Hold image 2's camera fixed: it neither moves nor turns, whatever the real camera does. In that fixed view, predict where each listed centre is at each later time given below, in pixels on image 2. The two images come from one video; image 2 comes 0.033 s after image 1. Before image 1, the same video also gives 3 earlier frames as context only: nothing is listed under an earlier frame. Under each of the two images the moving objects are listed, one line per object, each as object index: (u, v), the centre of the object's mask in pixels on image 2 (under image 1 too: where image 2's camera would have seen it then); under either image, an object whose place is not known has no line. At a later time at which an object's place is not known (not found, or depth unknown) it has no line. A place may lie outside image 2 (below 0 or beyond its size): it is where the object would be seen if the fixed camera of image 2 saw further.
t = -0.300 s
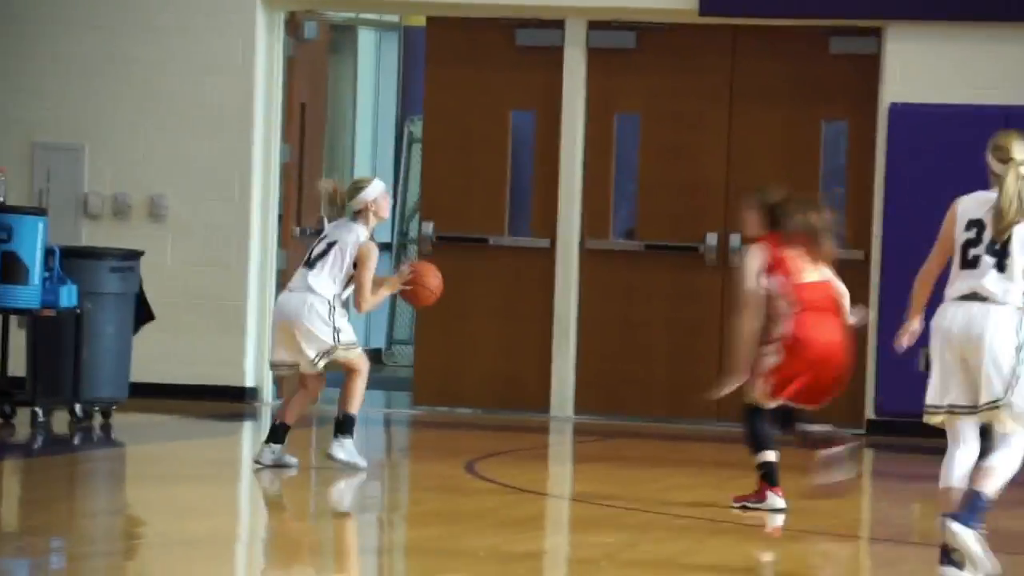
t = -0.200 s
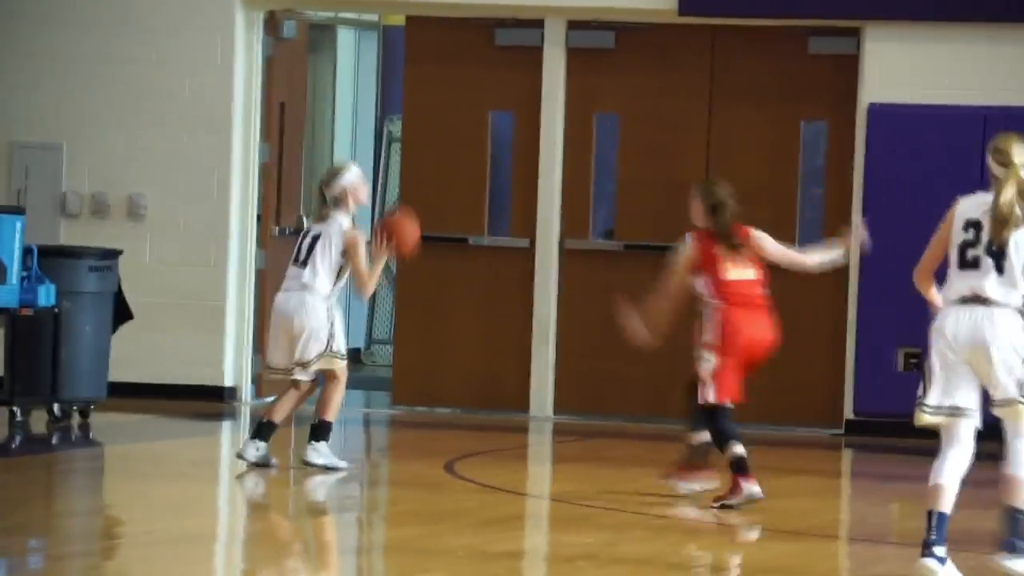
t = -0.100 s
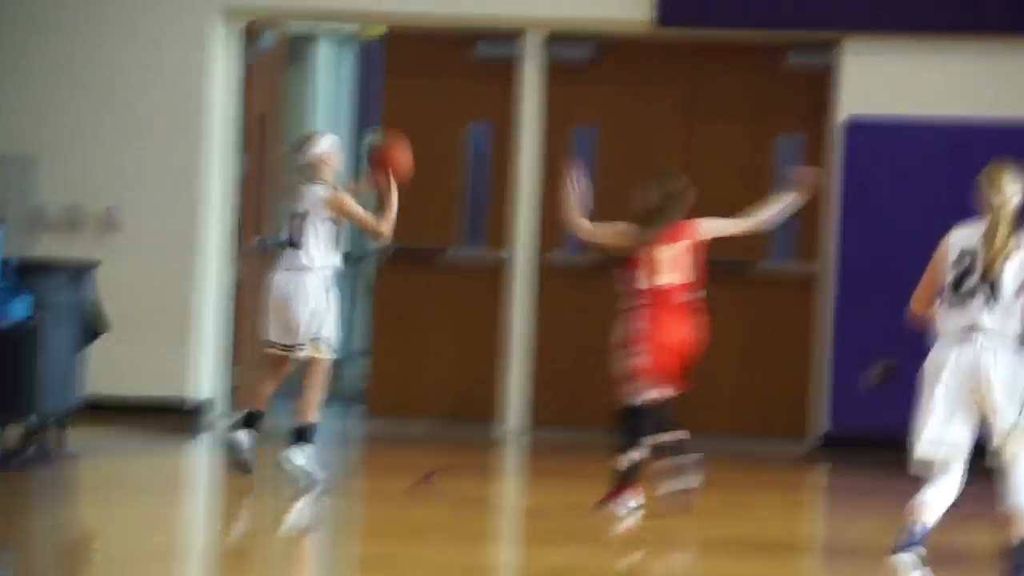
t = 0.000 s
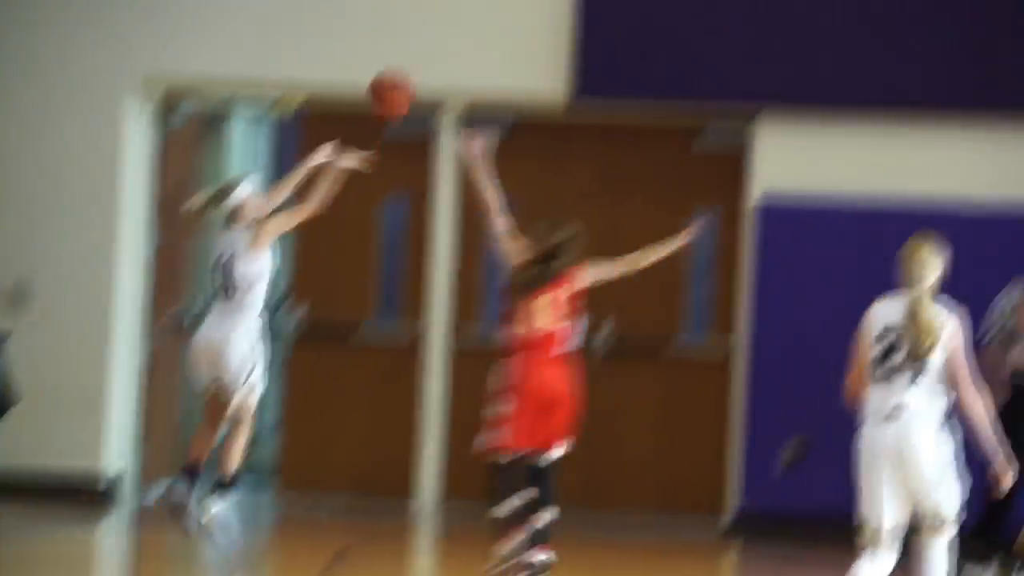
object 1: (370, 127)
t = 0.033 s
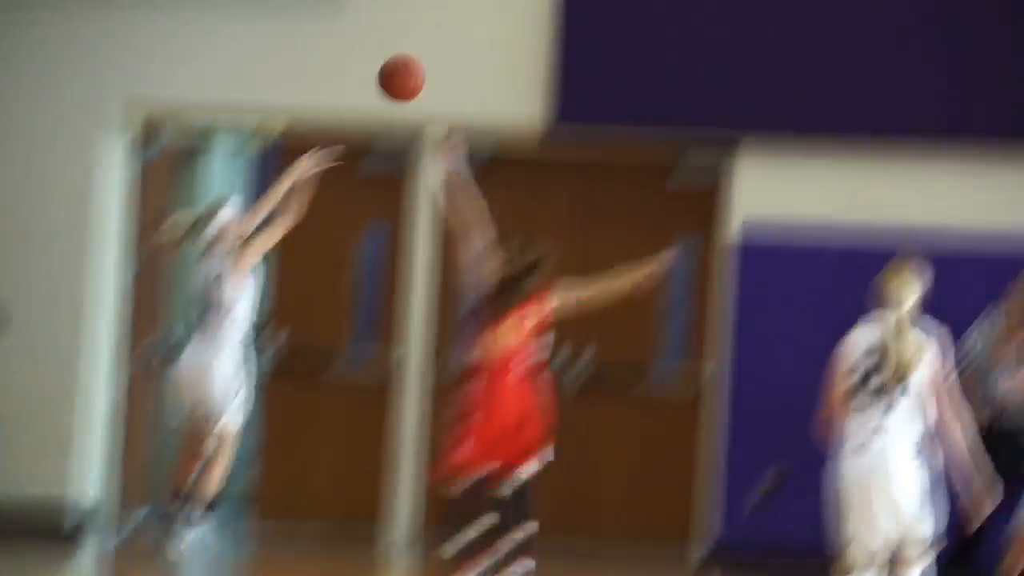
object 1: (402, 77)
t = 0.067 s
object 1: (433, 34)
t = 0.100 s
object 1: (464, -11)
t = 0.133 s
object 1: (498, -55)
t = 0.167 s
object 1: (530, -92)
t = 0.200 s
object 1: (564, -135)
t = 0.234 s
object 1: (597, -172)
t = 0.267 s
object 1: (631, -206)
